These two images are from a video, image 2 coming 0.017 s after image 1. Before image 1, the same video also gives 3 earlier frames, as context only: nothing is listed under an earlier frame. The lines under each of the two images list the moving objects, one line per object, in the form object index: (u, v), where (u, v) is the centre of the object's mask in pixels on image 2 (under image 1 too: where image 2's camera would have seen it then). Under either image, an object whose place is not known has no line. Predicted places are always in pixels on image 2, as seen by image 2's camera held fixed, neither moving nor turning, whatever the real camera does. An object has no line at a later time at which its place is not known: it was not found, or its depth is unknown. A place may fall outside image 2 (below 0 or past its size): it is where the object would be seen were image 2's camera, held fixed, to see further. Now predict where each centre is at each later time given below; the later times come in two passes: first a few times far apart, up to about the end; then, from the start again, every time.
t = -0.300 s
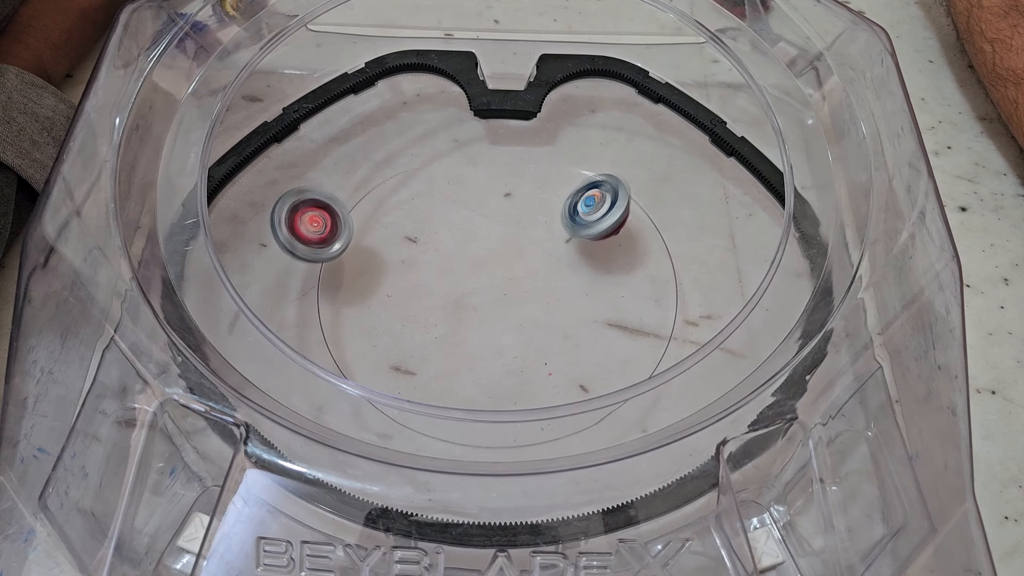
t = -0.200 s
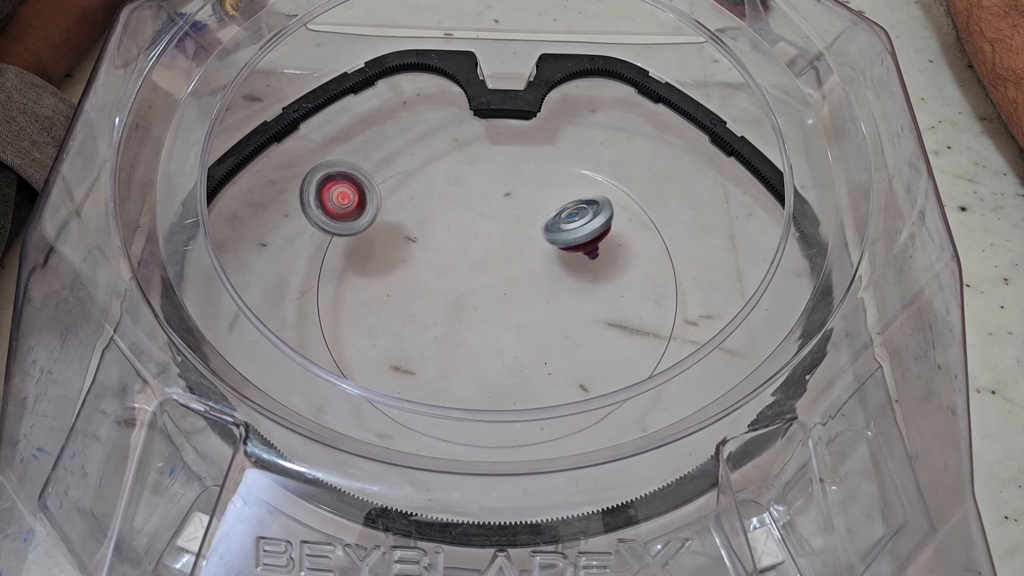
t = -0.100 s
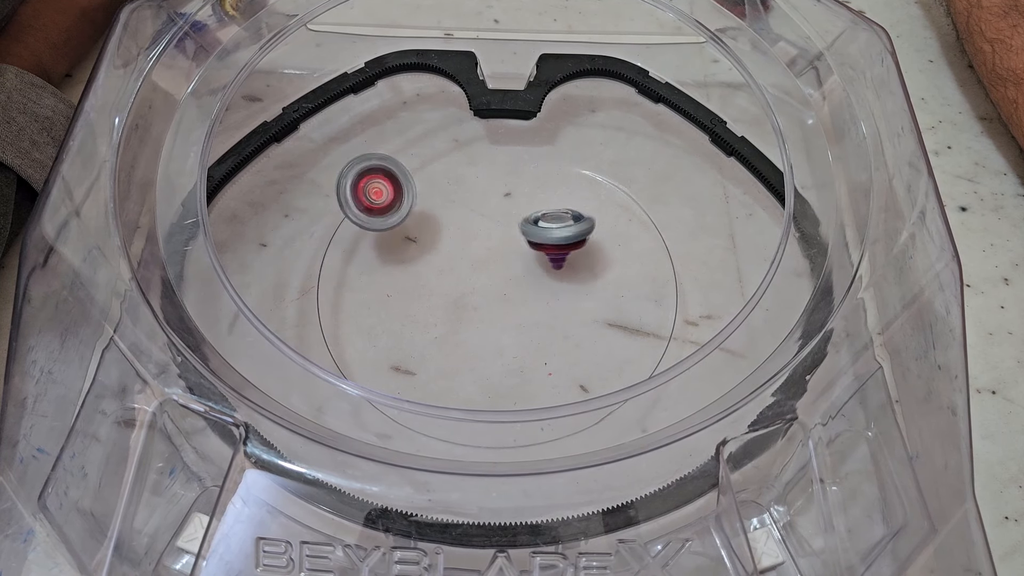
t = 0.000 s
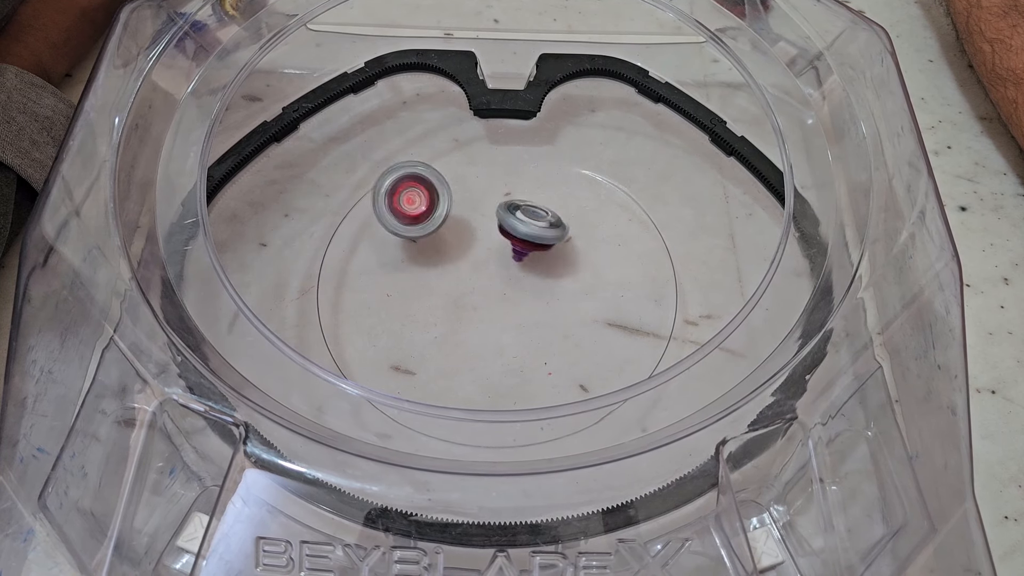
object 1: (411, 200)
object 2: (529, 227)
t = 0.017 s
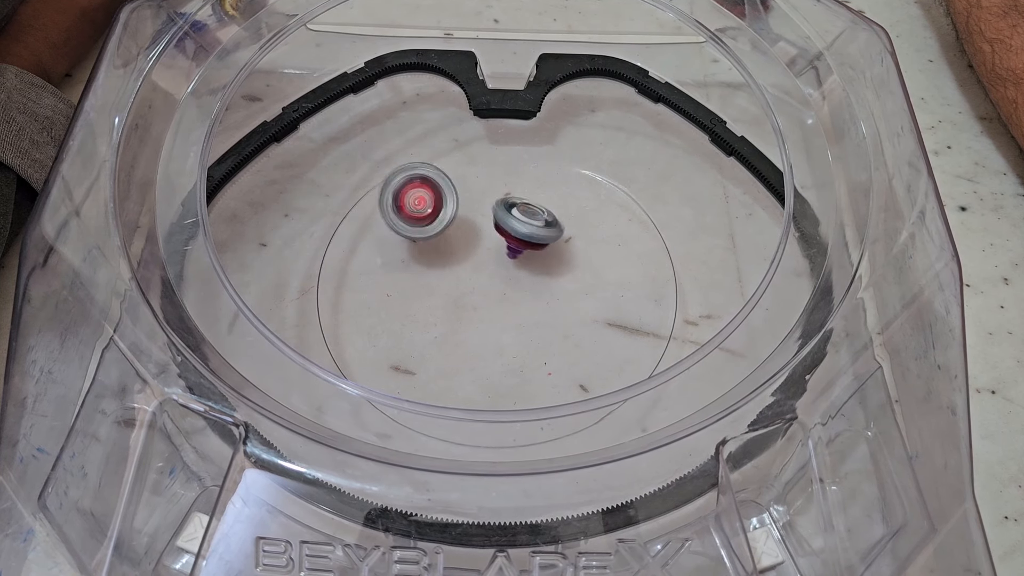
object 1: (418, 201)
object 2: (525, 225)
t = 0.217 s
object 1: (450, 227)
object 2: (552, 207)
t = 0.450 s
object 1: (491, 294)
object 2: (570, 217)
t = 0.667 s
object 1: (503, 350)
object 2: (541, 243)
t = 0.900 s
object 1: (488, 375)
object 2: (496, 217)
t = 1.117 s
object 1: (470, 357)
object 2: (509, 197)
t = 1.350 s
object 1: (470, 306)
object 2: (514, 228)
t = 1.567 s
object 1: (477, 281)
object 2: (492, 217)
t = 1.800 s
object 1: (505, 279)
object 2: (495, 198)
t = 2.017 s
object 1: (530, 286)
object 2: (493, 226)
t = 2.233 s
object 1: (538, 294)
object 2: (433, 260)
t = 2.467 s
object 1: (531, 299)
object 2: (409, 246)
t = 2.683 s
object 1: (515, 289)
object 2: (450, 254)
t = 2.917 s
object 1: (513, 291)
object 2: (569, 232)
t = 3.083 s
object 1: (512, 281)
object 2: (628, 238)
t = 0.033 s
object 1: (424, 203)
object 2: (521, 223)
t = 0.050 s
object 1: (431, 205)
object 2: (518, 220)
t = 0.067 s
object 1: (438, 207)
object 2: (515, 218)
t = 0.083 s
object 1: (441, 209)
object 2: (515, 215)
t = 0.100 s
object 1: (438, 209)
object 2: (524, 211)
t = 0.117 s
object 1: (436, 211)
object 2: (532, 209)
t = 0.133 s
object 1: (436, 212)
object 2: (538, 209)
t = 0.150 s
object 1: (437, 214)
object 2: (544, 210)
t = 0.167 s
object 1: (439, 217)
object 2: (548, 209)
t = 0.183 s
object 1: (443, 220)
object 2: (550, 209)
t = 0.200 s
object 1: (446, 223)
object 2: (551, 208)
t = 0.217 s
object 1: (450, 227)
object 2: (552, 207)
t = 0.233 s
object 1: (454, 231)
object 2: (553, 206)
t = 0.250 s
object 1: (457, 236)
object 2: (552, 206)
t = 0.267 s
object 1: (461, 240)
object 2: (552, 206)
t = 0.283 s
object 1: (464, 245)
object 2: (553, 205)
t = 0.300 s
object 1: (467, 250)
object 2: (555, 203)
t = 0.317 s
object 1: (470, 255)
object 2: (556, 201)
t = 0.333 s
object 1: (473, 259)
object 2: (558, 202)
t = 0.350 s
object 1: (476, 264)
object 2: (560, 202)
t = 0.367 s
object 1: (479, 269)
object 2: (564, 203)
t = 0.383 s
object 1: (481, 274)
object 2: (566, 204)
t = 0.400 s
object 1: (484, 279)
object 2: (568, 207)
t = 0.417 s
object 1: (486, 284)
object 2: (570, 210)
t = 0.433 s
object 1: (489, 289)
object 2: (570, 213)
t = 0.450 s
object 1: (491, 294)
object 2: (570, 217)
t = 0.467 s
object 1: (492, 299)
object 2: (570, 221)
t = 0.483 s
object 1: (494, 304)
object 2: (568, 224)
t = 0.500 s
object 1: (496, 308)
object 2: (567, 227)
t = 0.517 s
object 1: (497, 313)
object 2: (566, 229)
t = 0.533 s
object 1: (499, 318)
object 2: (565, 230)
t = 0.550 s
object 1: (500, 322)
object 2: (563, 232)
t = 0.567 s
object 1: (501, 327)
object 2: (561, 234)
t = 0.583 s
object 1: (501, 330)
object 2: (559, 236)
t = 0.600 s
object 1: (502, 335)
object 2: (557, 238)
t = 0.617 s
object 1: (502, 339)
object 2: (553, 239)
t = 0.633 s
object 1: (503, 343)
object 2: (549, 241)
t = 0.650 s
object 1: (503, 346)
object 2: (545, 242)
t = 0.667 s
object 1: (503, 350)
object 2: (541, 243)
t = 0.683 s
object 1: (502, 353)
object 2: (537, 243)
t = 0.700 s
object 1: (502, 356)
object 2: (532, 243)
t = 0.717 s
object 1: (501, 359)
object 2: (528, 242)
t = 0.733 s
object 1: (501, 362)
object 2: (523, 241)
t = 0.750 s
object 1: (500, 364)
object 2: (518, 240)
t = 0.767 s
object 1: (498, 367)
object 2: (515, 238)
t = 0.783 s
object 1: (497, 369)
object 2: (511, 236)
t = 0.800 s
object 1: (496, 371)
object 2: (508, 233)
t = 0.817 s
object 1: (495, 372)
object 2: (504, 230)
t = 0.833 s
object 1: (493, 374)
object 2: (501, 227)
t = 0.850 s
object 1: (492, 375)
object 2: (499, 225)
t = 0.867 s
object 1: (491, 375)
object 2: (498, 222)
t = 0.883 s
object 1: (489, 375)
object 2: (497, 219)
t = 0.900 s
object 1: (488, 375)
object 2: (496, 217)
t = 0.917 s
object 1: (487, 375)
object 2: (496, 214)
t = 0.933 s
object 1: (485, 375)
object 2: (496, 213)
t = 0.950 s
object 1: (484, 375)
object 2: (496, 210)
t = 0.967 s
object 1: (483, 375)
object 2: (497, 209)
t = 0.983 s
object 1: (481, 374)
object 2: (497, 207)
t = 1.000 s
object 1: (480, 373)
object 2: (496, 205)
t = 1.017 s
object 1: (477, 370)
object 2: (497, 202)
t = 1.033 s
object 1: (475, 369)
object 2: (499, 201)
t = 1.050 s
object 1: (474, 367)
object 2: (500, 199)
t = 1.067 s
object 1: (473, 365)
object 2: (501, 198)
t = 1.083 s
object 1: (472, 362)
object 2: (503, 198)
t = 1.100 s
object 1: (471, 360)
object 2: (506, 199)
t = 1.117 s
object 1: (470, 357)
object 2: (509, 197)
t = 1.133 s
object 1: (469, 354)
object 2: (511, 199)
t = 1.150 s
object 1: (468, 351)
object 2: (514, 201)
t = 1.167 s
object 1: (467, 348)
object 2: (516, 203)
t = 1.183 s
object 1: (466, 344)
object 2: (517, 205)
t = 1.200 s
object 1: (466, 341)
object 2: (518, 208)
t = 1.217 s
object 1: (466, 337)
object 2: (518, 210)
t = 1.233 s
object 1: (465, 334)
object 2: (518, 213)
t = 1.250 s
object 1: (466, 330)
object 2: (517, 215)
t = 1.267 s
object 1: (466, 326)
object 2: (517, 217)
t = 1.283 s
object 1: (466, 322)
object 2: (517, 219)
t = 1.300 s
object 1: (467, 318)
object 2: (516, 222)
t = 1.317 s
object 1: (468, 314)
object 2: (515, 223)
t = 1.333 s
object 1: (468, 310)
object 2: (515, 226)
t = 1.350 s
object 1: (470, 306)
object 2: (514, 228)
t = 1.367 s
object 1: (471, 302)
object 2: (512, 230)
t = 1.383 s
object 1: (472, 298)
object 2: (509, 232)
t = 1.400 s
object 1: (474, 294)
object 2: (507, 234)
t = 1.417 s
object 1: (476, 290)
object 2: (504, 235)
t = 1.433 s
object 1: (478, 286)
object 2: (501, 234)
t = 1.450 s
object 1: (477, 285)
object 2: (498, 231)
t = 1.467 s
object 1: (476, 285)
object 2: (497, 228)
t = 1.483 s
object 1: (476, 284)
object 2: (496, 226)
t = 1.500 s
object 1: (476, 282)
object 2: (494, 225)
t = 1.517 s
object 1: (477, 280)
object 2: (493, 223)
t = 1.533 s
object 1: (478, 278)
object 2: (492, 221)
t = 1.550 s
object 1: (478, 279)
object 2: (492, 219)
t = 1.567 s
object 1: (477, 281)
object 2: (492, 217)
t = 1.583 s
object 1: (476, 282)
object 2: (493, 212)
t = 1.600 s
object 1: (476, 282)
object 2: (492, 208)
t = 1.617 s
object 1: (477, 282)
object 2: (492, 205)
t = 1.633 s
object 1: (478, 281)
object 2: (493, 203)
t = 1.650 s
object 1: (480, 280)
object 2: (493, 200)
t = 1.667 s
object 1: (482, 280)
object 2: (494, 198)
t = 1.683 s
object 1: (484, 280)
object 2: (495, 196)
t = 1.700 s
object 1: (487, 279)
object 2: (495, 195)
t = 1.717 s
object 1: (489, 279)
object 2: (495, 194)
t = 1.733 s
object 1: (492, 279)
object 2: (496, 194)
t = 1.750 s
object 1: (495, 279)
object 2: (496, 195)
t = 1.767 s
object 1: (498, 279)
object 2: (496, 196)
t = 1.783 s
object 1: (502, 279)
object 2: (495, 197)
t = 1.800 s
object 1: (505, 279)
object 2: (495, 198)
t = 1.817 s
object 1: (507, 279)
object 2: (495, 197)
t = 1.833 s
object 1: (510, 279)
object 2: (495, 197)
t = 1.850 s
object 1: (512, 279)
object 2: (496, 198)
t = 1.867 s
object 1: (515, 279)
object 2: (496, 199)
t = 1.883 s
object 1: (517, 280)
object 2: (497, 201)
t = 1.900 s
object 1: (519, 280)
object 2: (498, 202)
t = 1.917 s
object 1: (521, 281)
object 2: (499, 205)
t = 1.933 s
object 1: (522, 282)
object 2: (499, 208)
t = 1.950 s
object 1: (524, 282)
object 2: (499, 212)
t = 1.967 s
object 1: (526, 283)
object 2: (498, 215)
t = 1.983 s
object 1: (528, 284)
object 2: (497, 219)
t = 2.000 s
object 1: (529, 285)
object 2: (495, 223)
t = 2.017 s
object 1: (530, 286)
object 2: (493, 226)
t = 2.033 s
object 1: (531, 286)
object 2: (490, 230)
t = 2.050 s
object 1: (533, 287)
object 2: (486, 233)
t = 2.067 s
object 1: (534, 288)
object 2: (483, 237)
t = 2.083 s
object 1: (534, 289)
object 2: (478, 240)
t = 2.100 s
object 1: (535, 289)
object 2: (474, 243)
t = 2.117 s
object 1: (536, 290)
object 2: (469, 248)
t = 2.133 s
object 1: (536, 291)
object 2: (465, 251)
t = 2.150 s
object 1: (537, 292)
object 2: (460, 253)
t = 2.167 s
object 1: (537, 292)
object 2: (454, 255)
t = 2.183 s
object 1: (538, 293)
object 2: (449, 257)
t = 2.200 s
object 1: (538, 293)
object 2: (443, 259)
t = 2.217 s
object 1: (538, 294)
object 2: (439, 259)
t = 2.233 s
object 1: (538, 294)
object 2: (433, 260)
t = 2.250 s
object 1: (539, 295)
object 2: (428, 261)
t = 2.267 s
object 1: (539, 295)
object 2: (424, 261)
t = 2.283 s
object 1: (539, 296)
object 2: (420, 259)
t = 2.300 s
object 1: (538, 296)
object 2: (416, 259)
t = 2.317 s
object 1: (538, 297)
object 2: (412, 258)
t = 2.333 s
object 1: (537, 297)
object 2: (410, 257)
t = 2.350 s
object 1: (537, 298)
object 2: (408, 255)
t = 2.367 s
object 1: (536, 298)
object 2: (407, 254)
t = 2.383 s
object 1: (536, 298)
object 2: (407, 252)
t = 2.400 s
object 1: (535, 299)
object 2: (407, 251)
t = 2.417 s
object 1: (534, 299)
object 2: (407, 249)
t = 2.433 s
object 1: (533, 299)
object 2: (407, 249)
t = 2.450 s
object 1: (532, 299)
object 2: (408, 247)
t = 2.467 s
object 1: (531, 299)
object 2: (409, 246)
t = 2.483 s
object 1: (530, 299)
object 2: (411, 246)
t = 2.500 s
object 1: (529, 298)
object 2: (412, 247)
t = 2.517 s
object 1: (528, 298)
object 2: (414, 247)
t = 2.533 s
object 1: (526, 297)
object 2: (415, 248)
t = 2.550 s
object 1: (525, 297)
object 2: (417, 248)
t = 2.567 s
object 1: (524, 296)
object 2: (419, 247)
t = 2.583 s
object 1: (523, 295)
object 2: (422, 247)
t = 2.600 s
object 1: (522, 294)
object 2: (425, 248)
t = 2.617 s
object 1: (521, 293)
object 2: (429, 250)
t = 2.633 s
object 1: (519, 293)
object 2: (434, 251)
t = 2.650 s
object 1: (517, 291)
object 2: (439, 252)
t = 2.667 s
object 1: (516, 290)
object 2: (444, 253)
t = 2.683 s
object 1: (515, 289)
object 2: (450, 254)
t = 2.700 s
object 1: (514, 288)
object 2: (455, 256)
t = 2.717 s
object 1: (514, 290)
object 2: (460, 253)
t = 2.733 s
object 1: (516, 293)
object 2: (468, 250)
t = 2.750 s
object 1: (516, 296)
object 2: (476, 245)
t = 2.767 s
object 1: (517, 298)
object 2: (484, 240)
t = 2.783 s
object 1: (516, 298)
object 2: (493, 238)
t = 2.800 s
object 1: (515, 298)
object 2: (502, 236)
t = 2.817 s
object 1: (514, 297)
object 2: (512, 235)
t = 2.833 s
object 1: (514, 296)
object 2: (524, 234)
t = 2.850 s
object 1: (513, 295)
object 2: (534, 234)
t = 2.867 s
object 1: (513, 293)
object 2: (543, 233)
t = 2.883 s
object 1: (513, 293)
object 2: (552, 233)
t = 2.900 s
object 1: (513, 292)
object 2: (561, 233)
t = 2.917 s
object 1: (513, 291)
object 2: (569, 232)
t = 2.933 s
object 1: (513, 290)
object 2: (578, 232)
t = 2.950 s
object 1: (513, 289)
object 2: (586, 232)
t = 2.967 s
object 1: (513, 288)
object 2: (593, 232)
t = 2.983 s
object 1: (512, 287)
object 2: (600, 233)
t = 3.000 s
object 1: (512, 286)
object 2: (606, 233)
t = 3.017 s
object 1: (512, 285)
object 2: (611, 233)
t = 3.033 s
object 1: (512, 284)
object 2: (616, 235)
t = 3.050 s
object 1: (512, 283)
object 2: (620, 236)
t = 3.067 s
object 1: (512, 282)
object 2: (624, 237)
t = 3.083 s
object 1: (512, 281)
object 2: (628, 238)
